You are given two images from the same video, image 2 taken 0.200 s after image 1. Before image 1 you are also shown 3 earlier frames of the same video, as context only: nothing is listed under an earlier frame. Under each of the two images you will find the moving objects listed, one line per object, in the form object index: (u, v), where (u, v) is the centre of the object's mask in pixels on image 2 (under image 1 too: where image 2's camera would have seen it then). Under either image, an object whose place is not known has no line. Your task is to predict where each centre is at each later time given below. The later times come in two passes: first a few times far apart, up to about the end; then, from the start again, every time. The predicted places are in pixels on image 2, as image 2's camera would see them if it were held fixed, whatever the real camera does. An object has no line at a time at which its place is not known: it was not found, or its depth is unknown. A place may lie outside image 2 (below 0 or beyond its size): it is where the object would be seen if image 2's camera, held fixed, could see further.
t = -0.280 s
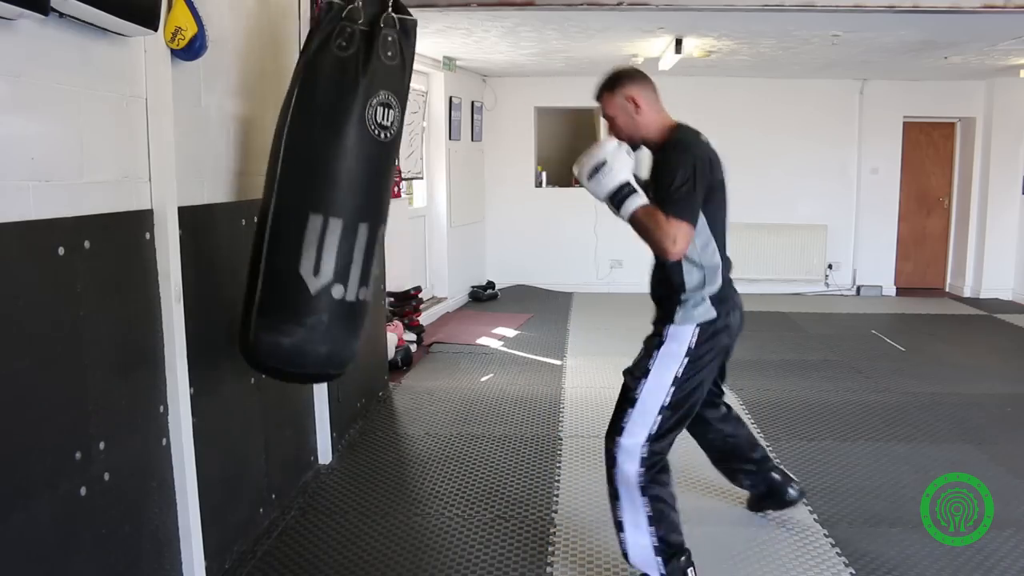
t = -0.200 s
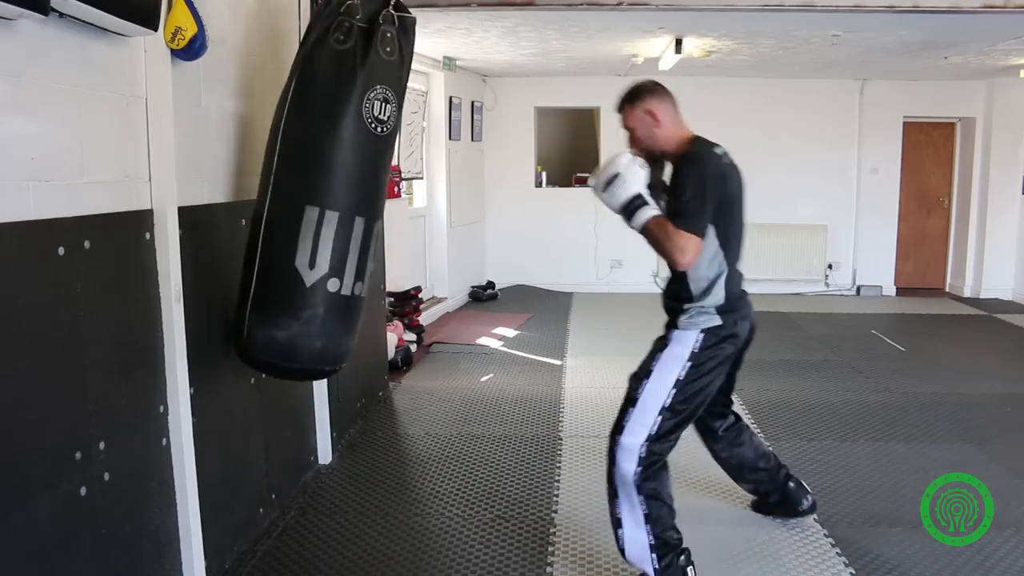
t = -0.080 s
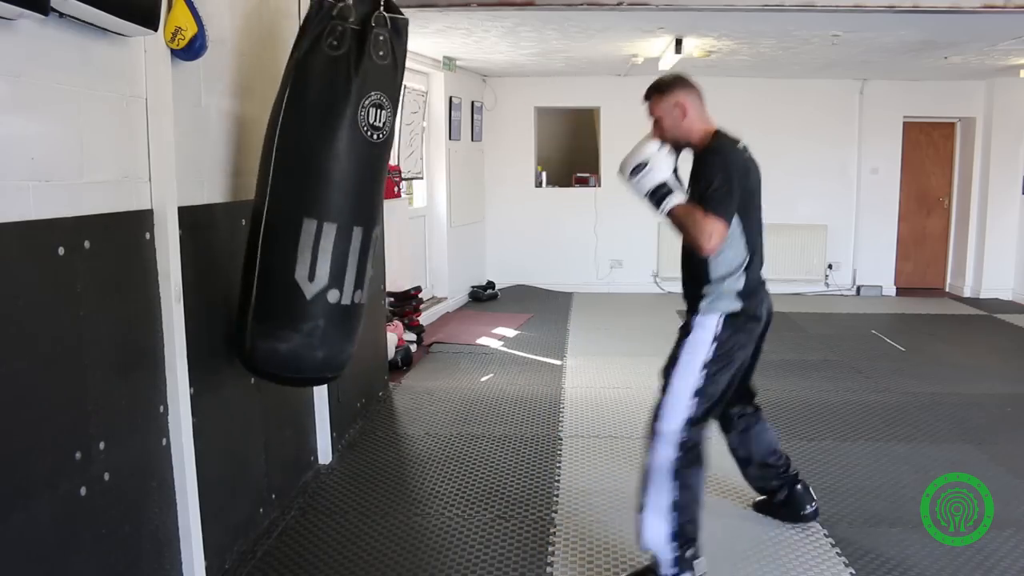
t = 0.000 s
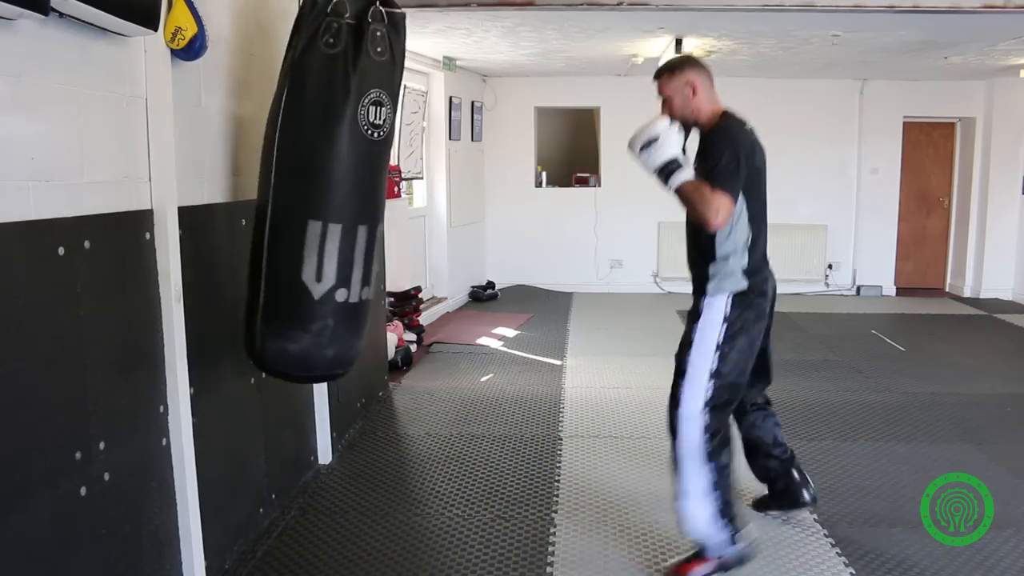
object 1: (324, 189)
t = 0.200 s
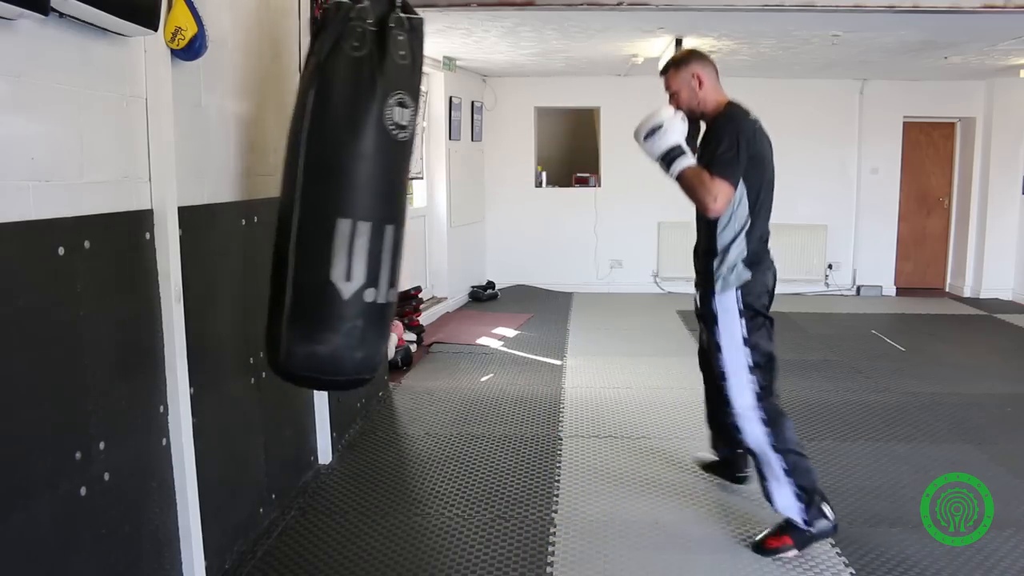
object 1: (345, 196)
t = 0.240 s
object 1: (352, 196)
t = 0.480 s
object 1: (393, 196)
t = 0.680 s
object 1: (433, 196)
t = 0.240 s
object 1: (352, 196)
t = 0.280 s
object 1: (358, 196)
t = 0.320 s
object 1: (365, 197)
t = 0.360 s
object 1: (372, 196)
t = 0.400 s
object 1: (378, 195)
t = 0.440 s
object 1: (384, 195)
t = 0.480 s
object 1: (393, 196)
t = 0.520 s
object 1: (401, 195)
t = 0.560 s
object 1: (408, 195)
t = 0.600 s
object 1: (419, 200)
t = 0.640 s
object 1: (426, 197)
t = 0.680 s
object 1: (433, 196)
